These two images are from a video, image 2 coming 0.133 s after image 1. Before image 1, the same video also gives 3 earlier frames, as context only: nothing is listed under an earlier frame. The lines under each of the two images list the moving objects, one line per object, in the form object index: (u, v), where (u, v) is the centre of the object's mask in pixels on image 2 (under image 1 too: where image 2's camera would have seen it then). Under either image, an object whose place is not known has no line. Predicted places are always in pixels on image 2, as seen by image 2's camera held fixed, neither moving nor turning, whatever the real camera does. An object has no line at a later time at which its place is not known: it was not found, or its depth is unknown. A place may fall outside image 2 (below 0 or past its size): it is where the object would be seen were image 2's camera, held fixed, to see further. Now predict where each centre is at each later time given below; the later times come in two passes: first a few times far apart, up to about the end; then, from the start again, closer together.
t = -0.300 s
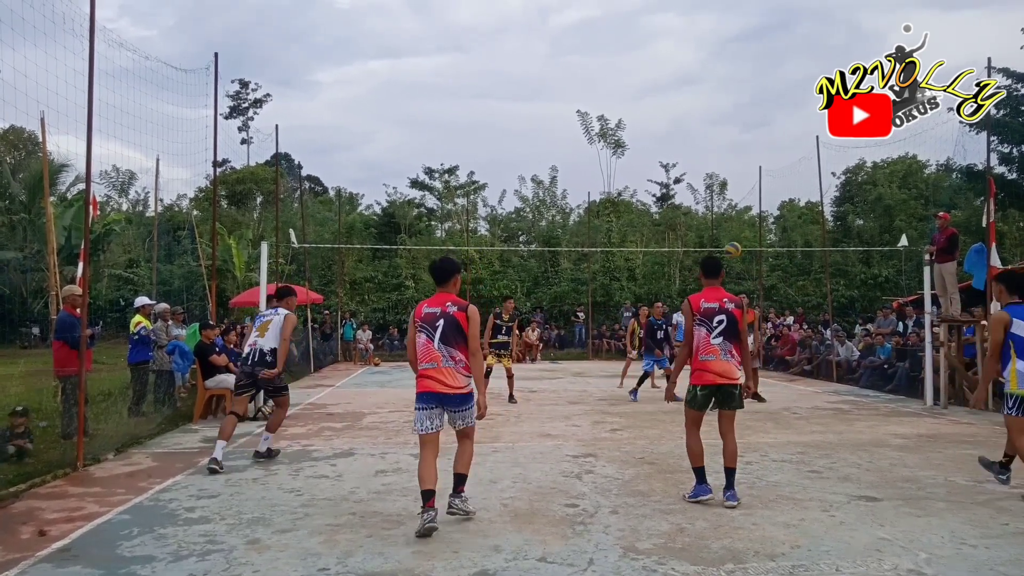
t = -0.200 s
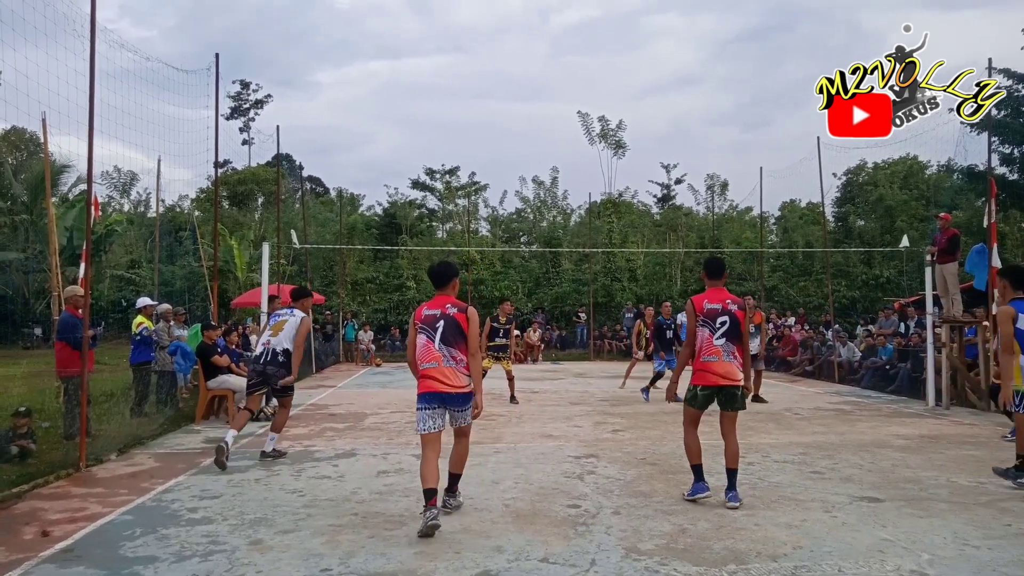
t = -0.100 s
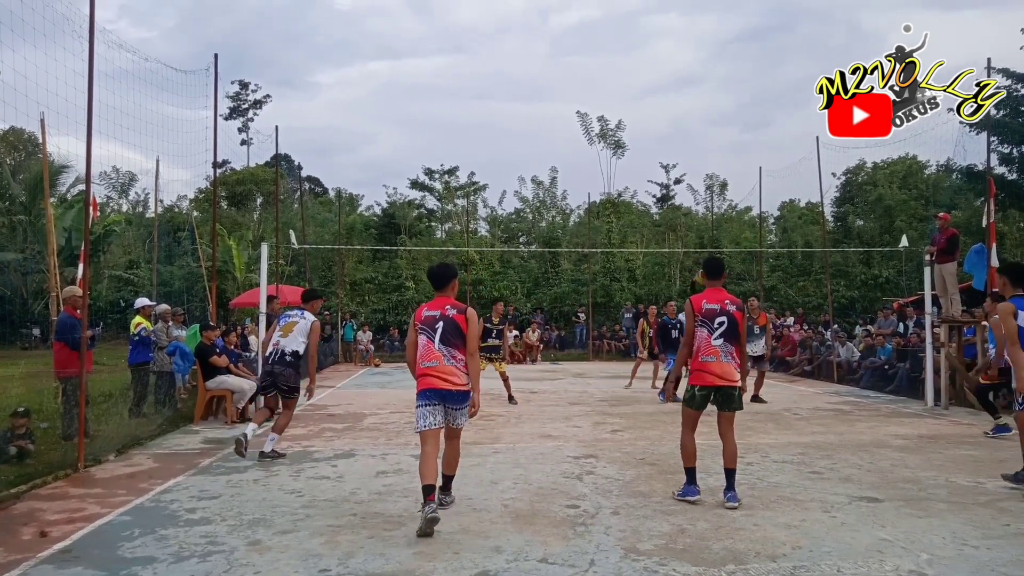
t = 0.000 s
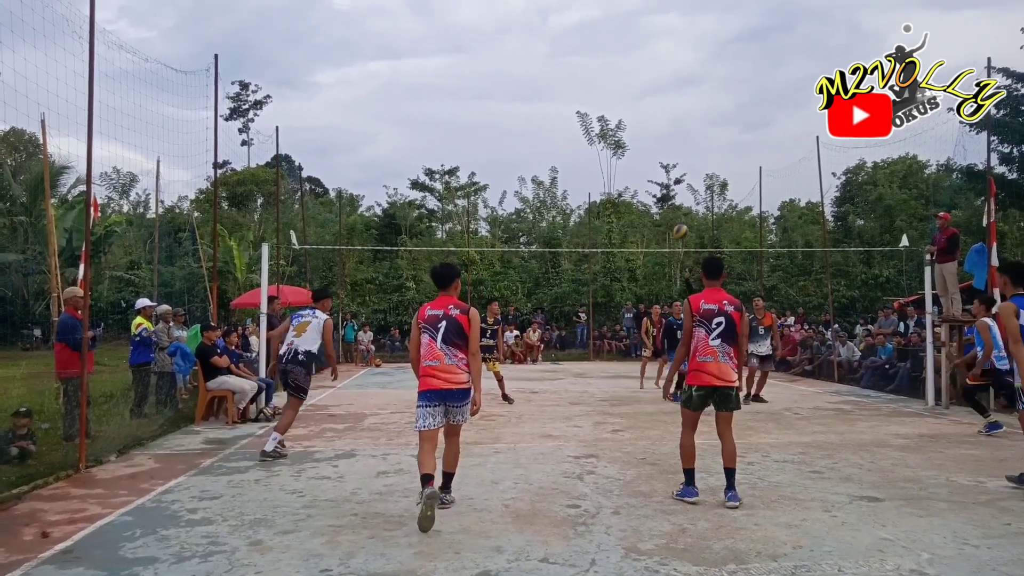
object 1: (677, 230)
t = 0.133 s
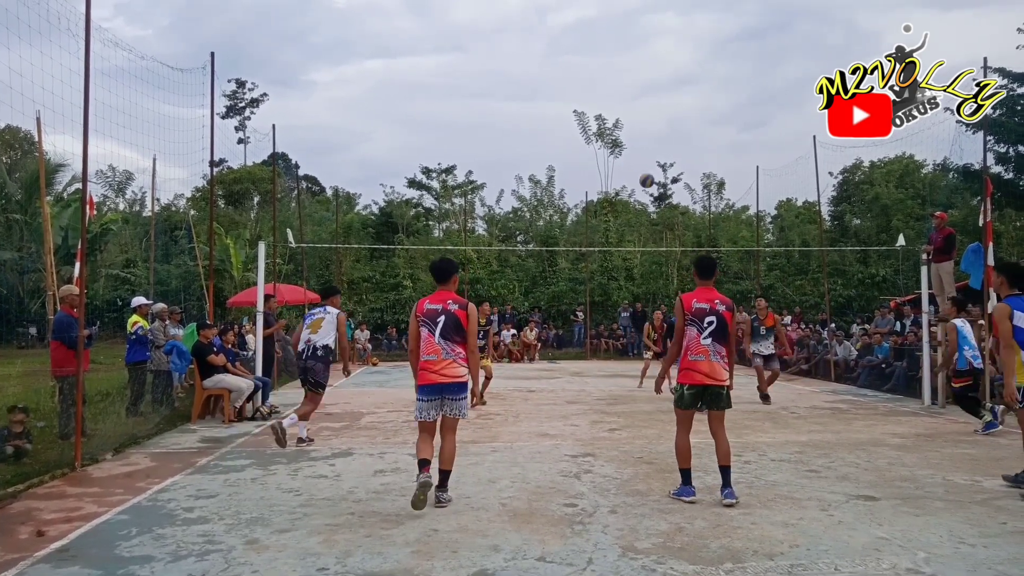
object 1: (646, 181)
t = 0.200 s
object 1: (631, 160)
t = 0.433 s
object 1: (578, 113)
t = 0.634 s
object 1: (532, 103)
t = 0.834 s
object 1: (486, 121)
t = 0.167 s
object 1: (639, 170)
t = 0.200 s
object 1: (631, 160)
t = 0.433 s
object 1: (578, 113)
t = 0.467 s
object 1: (570, 109)
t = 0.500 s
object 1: (562, 106)
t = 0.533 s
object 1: (555, 104)
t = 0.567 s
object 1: (547, 102)
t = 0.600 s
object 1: (539, 102)
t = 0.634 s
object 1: (532, 103)
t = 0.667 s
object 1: (524, 103)
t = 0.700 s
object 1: (516, 105)
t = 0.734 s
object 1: (508, 108)
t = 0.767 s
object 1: (501, 112)
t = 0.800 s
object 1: (493, 116)
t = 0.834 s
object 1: (486, 121)
